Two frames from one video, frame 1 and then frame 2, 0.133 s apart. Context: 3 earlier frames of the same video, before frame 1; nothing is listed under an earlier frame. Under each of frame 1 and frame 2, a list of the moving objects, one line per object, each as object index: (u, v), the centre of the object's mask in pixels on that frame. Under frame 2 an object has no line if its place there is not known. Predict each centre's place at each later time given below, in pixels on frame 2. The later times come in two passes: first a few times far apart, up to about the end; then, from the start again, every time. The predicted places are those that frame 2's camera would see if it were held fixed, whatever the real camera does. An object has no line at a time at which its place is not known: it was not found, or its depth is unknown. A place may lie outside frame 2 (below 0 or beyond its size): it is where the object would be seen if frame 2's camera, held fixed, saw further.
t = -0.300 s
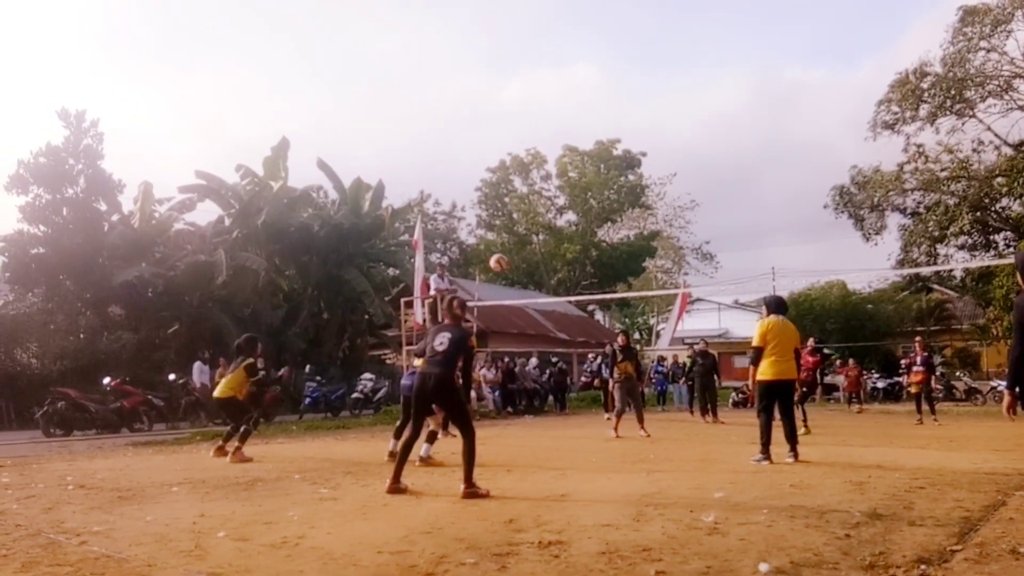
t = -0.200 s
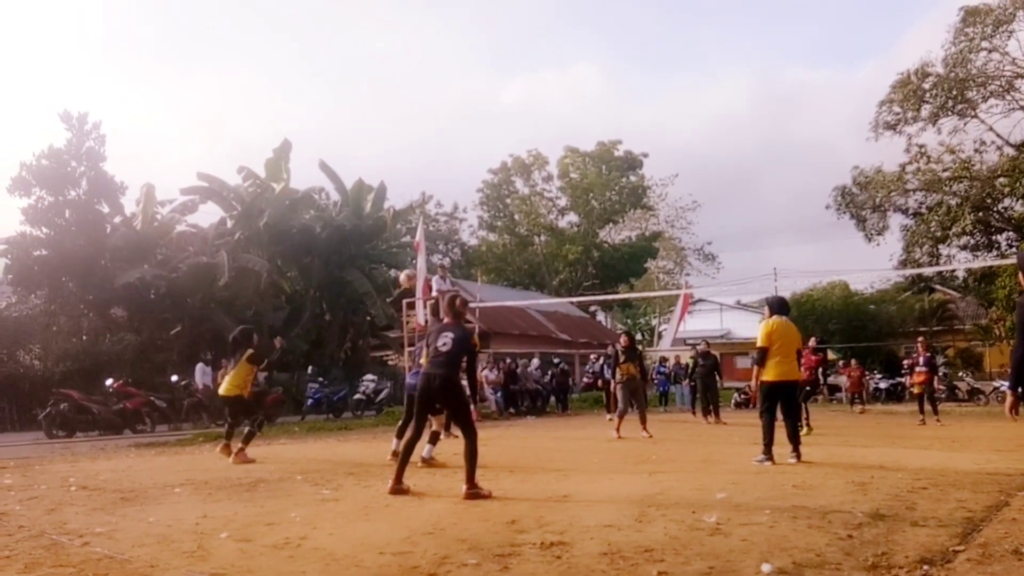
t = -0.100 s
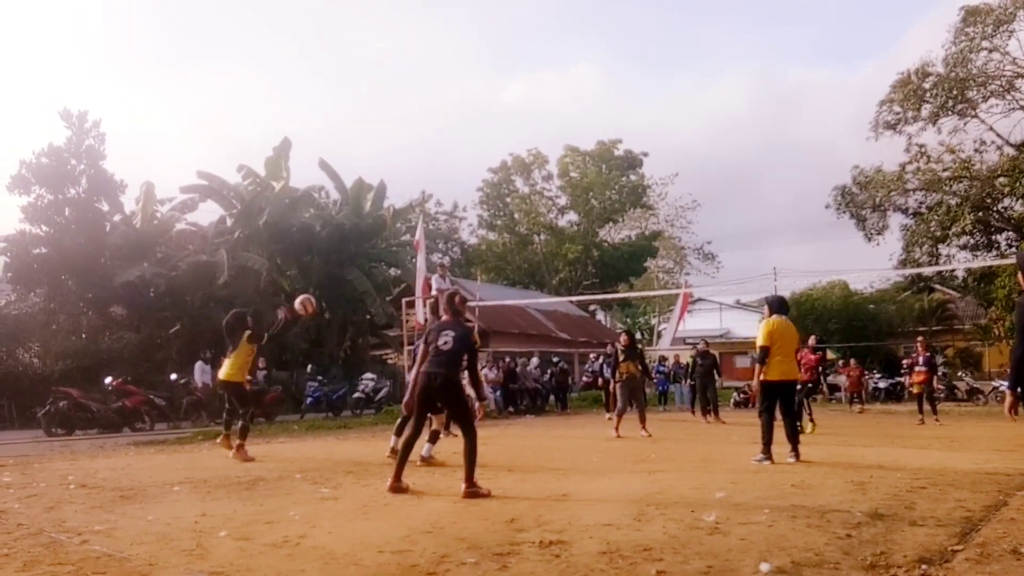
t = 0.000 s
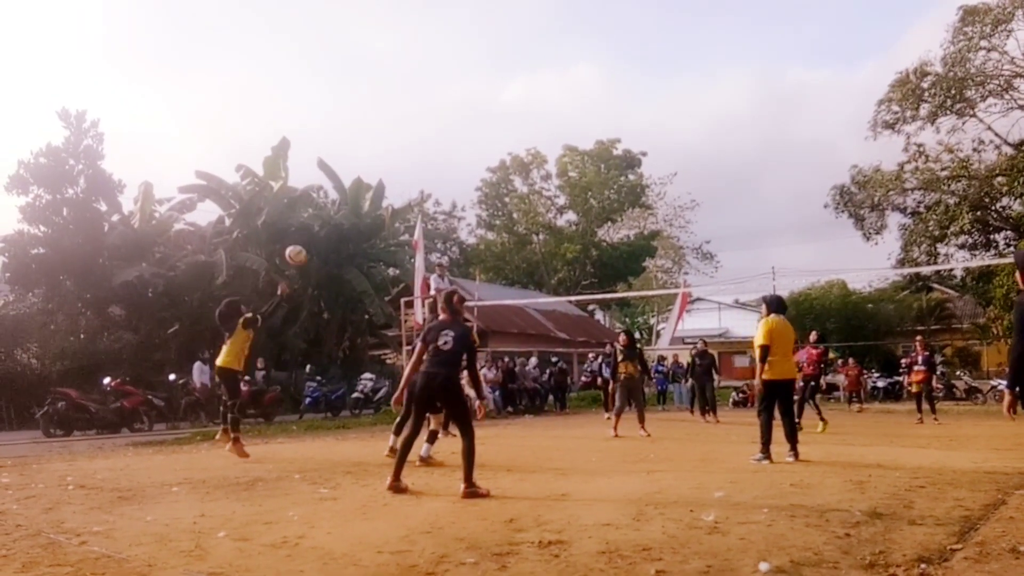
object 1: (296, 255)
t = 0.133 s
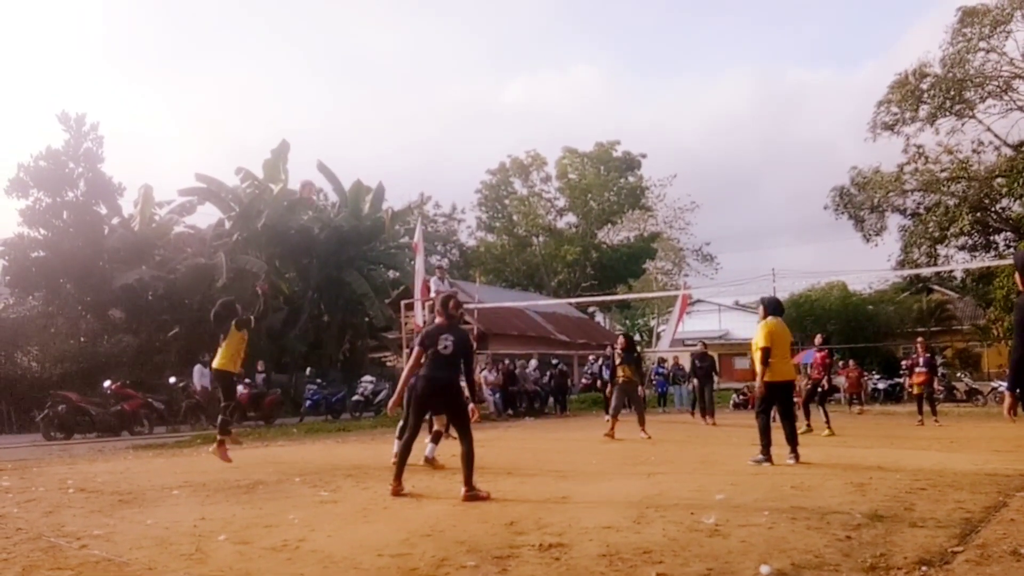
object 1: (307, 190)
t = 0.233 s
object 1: (314, 149)
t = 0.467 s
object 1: (330, 93)
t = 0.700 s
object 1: (343, 82)
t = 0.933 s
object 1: (355, 112)
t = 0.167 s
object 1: (309, 174)
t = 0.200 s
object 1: (312, 161)
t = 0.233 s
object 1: (314, 149)
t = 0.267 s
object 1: (316, 139)
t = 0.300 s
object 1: (319, 129)
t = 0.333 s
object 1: (321, 120)
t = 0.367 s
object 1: (323, 112)
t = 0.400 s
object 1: (325, 105)
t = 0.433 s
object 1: (327, 99)
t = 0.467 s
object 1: (330, 93)
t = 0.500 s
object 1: (332, 89)
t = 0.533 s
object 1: (334, 86)
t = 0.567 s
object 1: (336, 84)
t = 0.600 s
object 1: (338, 82)
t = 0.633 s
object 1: (340, 82)
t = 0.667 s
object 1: (341, 82)
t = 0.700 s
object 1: (343, 82)
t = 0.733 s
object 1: (344, 84)
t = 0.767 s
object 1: (346, 86)
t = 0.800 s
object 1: (348, 90)
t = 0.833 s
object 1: (349, 94)
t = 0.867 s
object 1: (351, 99)
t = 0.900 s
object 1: (353, 105)
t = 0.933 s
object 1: (355, 112)
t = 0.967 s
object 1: (356, 120)
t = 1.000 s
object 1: (358, 128)
